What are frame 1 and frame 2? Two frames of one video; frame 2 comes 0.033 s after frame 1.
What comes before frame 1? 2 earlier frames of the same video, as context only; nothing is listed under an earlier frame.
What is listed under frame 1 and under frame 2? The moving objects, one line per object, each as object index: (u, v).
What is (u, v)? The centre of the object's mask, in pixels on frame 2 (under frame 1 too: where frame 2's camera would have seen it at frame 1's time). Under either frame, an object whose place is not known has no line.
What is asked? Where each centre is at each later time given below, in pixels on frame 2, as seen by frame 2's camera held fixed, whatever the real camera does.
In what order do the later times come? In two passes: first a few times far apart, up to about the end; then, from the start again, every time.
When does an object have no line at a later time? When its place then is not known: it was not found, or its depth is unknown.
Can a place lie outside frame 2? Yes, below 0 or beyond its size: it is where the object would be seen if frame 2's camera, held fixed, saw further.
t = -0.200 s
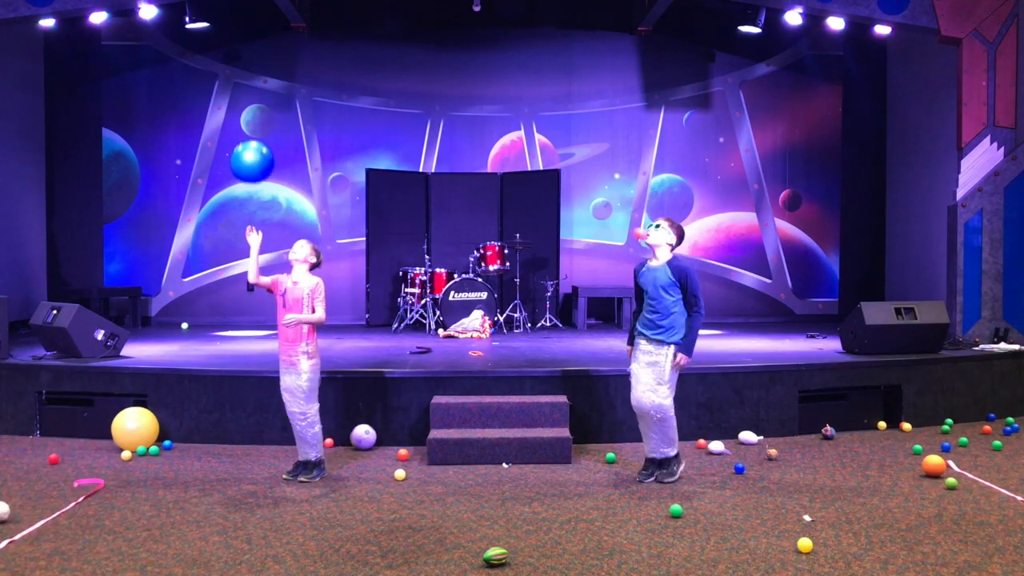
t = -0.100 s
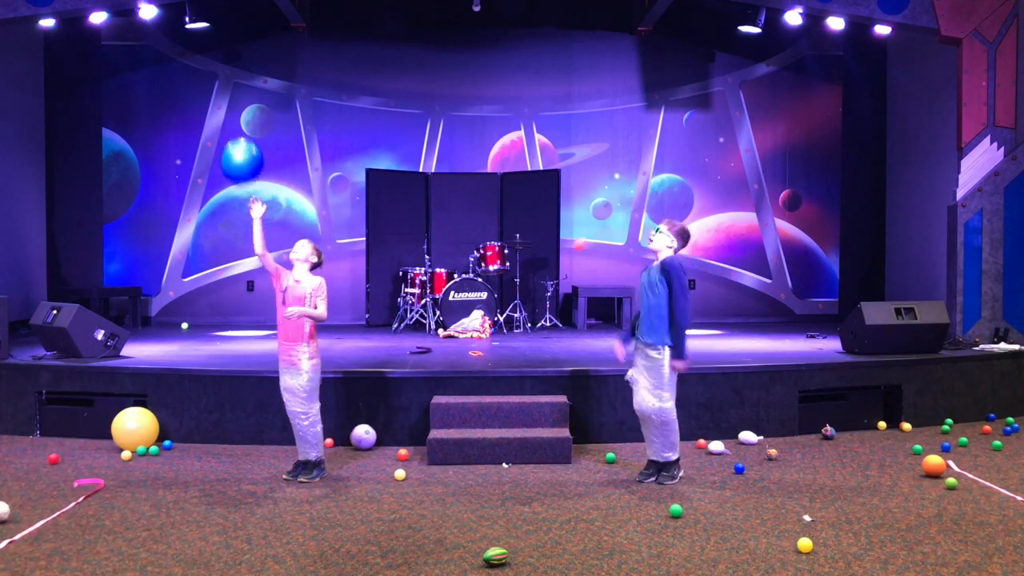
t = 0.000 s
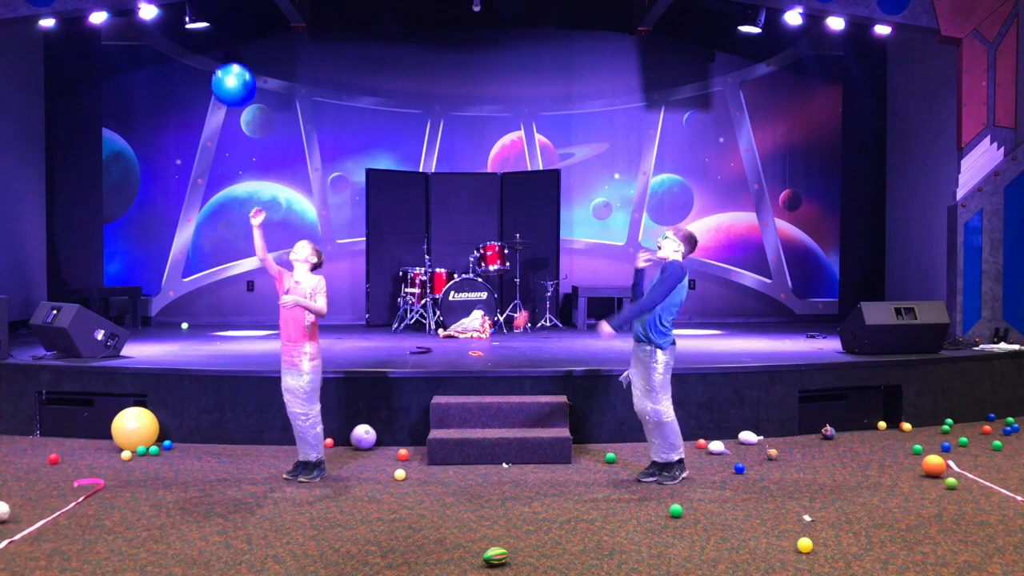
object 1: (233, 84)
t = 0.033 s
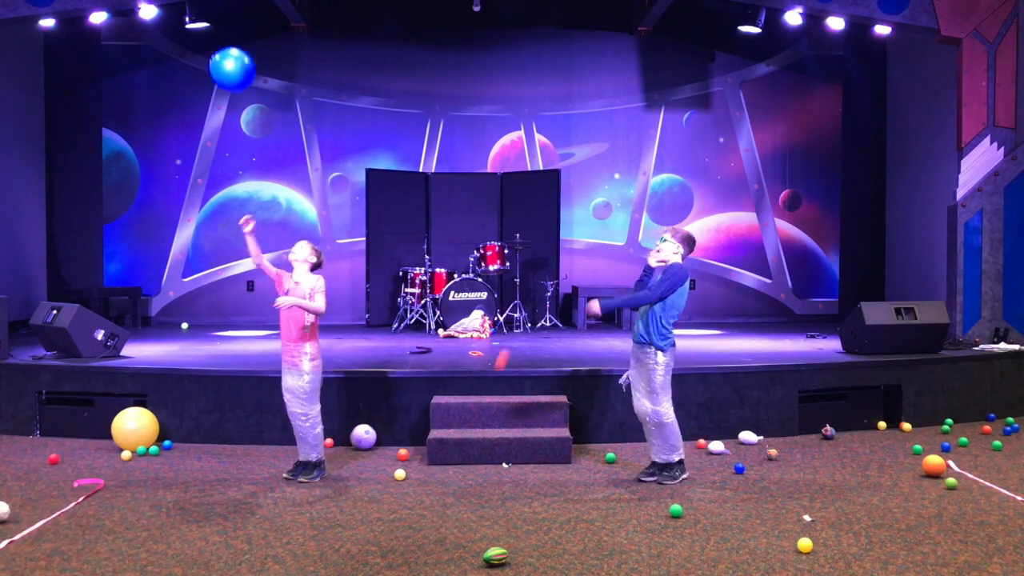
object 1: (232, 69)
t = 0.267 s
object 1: (221, 22)
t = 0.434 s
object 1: (216, 22)
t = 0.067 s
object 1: (231, 56)
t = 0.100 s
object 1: (229, 46)
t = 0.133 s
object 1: (228, 38)
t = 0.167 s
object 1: (226, 33)
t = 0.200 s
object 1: (224, 28)
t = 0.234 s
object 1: (223, 25)
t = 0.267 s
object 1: (221, 22)
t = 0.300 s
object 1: (220, 21)
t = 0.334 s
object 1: (218, 20)
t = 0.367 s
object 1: (217, 20)
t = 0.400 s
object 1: (216, 20)
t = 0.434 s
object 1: (216, 22)
